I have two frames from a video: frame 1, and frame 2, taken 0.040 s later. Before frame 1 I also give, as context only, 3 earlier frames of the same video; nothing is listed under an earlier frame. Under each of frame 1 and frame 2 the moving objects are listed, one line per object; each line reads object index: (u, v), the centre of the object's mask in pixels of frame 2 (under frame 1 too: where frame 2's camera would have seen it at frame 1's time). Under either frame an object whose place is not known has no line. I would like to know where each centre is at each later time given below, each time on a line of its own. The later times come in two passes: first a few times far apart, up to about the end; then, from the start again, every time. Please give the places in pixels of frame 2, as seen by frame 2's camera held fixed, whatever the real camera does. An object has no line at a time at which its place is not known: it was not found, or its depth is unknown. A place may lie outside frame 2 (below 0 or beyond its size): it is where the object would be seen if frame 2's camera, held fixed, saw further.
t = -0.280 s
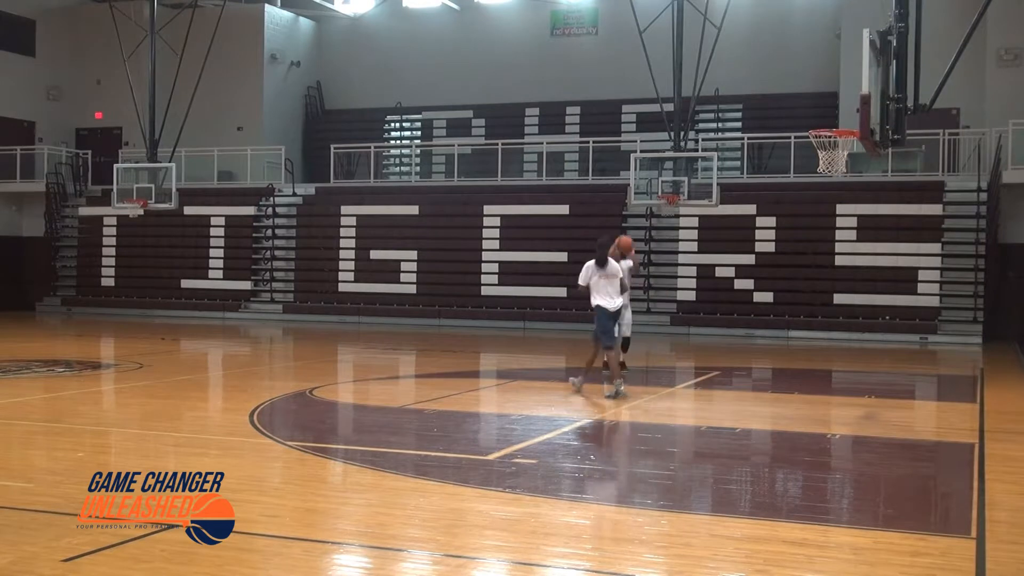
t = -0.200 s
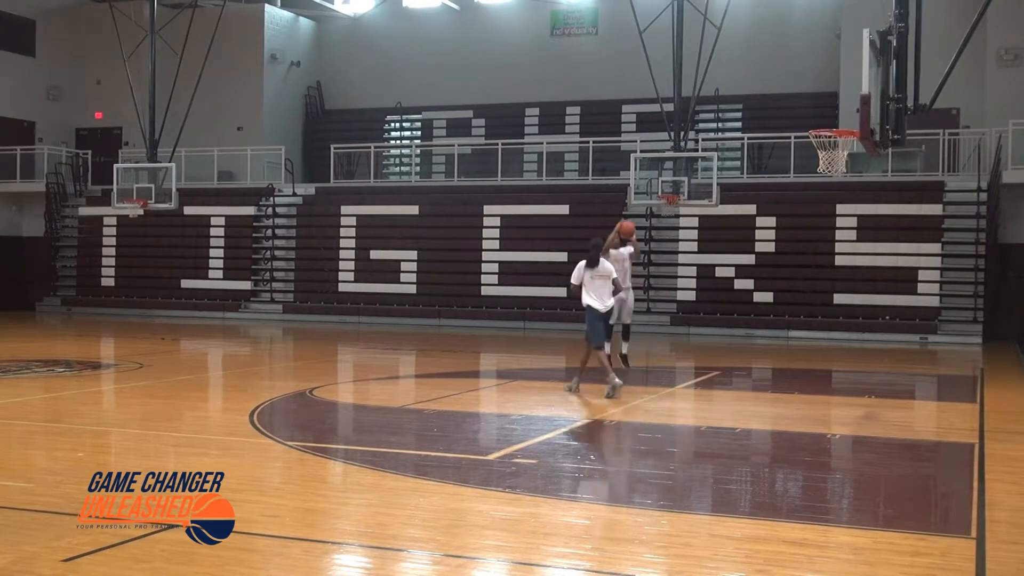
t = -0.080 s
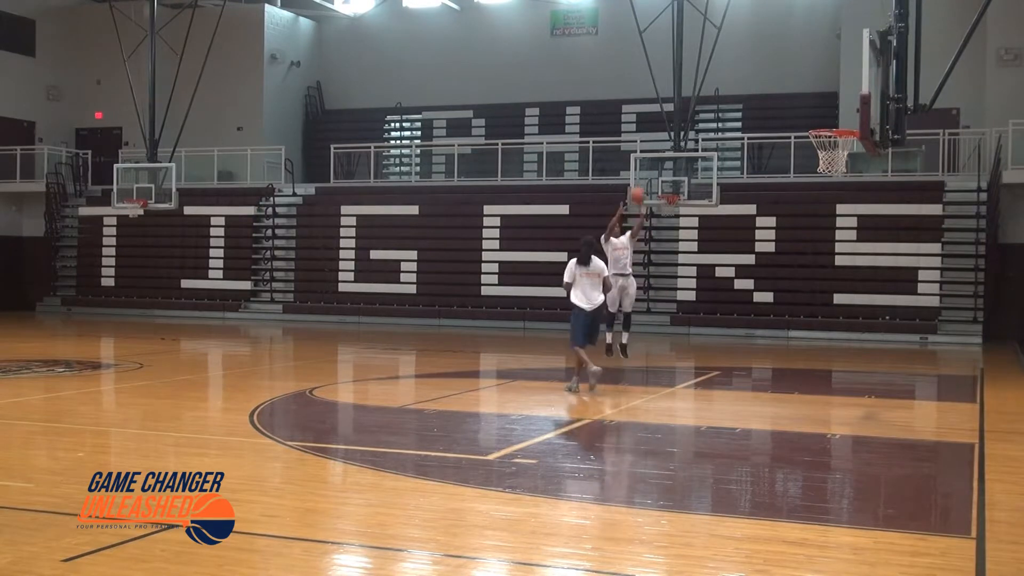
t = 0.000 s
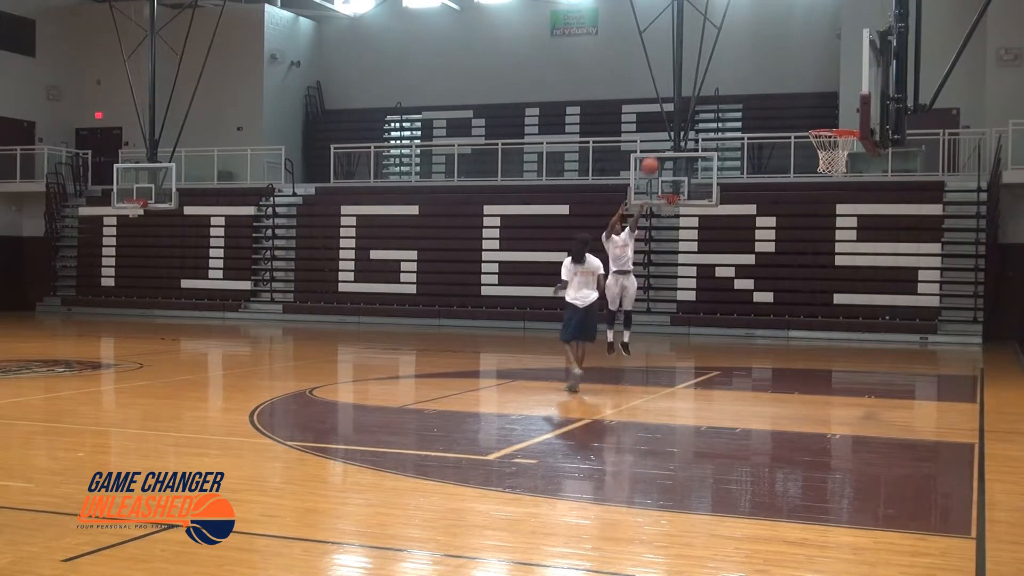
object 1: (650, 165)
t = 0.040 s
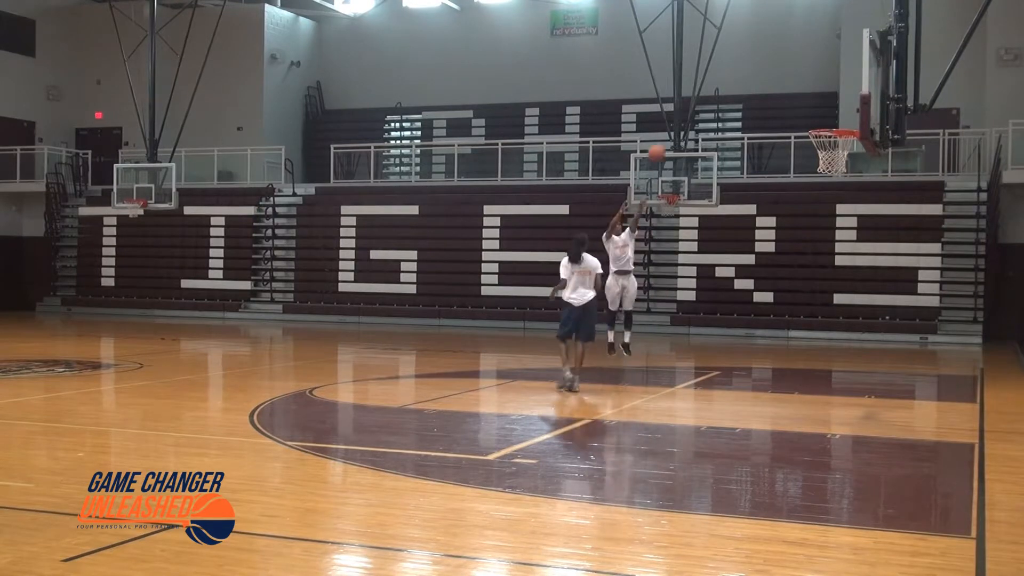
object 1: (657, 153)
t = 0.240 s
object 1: (690, 101)
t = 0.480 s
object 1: (735, 70)
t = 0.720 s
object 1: (786, 84)
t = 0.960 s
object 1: (842, 142)
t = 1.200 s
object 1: (811, 155)
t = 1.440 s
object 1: (816, 173)
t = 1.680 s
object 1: (825, 240)
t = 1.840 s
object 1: (831, 315)
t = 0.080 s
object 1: (663, 141)
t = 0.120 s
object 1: (670, 128)
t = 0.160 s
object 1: (676, 119)
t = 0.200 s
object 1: (683, 109)
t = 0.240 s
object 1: (690, 101)
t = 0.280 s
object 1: (697, 93)
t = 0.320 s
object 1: (705, 86)
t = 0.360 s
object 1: (712, 80)
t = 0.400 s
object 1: (720, 75)
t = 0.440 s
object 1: (727, 72)
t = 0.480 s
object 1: (735, 70)
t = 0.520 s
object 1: (743, 69)
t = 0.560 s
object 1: (751, 69)
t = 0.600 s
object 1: (760, 71)
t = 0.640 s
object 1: (768, 73)
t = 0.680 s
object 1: (776, 78)
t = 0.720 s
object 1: (786, 84)
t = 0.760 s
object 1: (794, 91)
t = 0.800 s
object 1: (803, 99)
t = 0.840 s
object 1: (812, 110)
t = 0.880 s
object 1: (821, 120)
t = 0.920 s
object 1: (830, 126)
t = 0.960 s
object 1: (842, 142)
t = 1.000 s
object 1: (840, 143)
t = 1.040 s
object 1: (834, 145)
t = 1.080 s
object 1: (826, 155)
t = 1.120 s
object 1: (820, 155)
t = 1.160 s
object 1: (815, 154)
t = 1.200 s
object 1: (811, 155)
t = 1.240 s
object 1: (811, 155)
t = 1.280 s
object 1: (810, 155)
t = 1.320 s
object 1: (810, 157)
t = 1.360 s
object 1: (811, 166)
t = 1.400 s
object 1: (813, 169)
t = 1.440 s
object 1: (816, 173)
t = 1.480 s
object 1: (817, 179)
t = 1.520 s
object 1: (819, 189)
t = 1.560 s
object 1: (821, 199)
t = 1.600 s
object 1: (822, 211)
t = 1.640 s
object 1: (824, 225)
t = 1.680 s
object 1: (825, 240)
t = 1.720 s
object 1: (827, 256)
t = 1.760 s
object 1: (829, 274)
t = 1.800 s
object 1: (830, 293)
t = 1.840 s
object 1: (831, 315)
